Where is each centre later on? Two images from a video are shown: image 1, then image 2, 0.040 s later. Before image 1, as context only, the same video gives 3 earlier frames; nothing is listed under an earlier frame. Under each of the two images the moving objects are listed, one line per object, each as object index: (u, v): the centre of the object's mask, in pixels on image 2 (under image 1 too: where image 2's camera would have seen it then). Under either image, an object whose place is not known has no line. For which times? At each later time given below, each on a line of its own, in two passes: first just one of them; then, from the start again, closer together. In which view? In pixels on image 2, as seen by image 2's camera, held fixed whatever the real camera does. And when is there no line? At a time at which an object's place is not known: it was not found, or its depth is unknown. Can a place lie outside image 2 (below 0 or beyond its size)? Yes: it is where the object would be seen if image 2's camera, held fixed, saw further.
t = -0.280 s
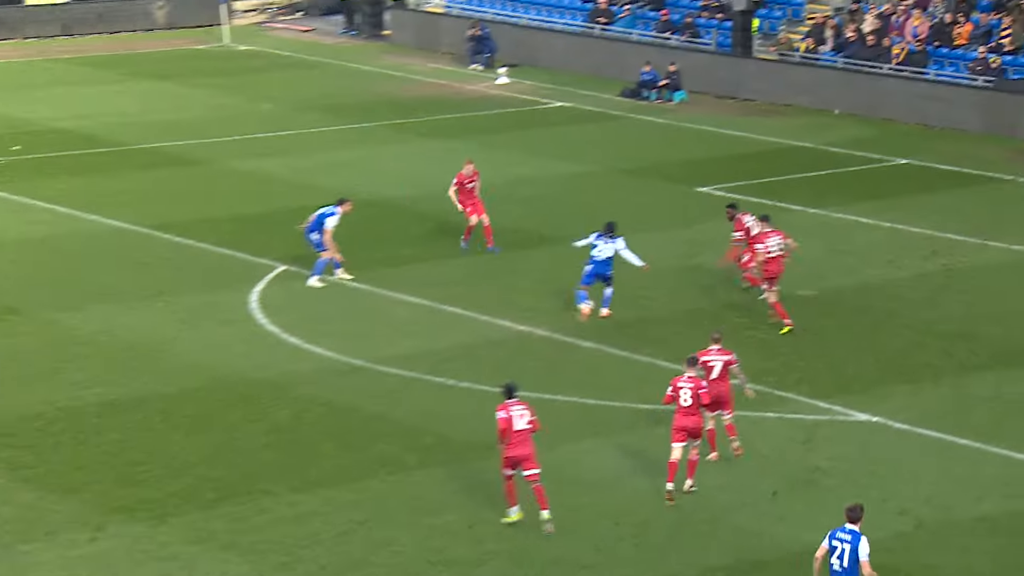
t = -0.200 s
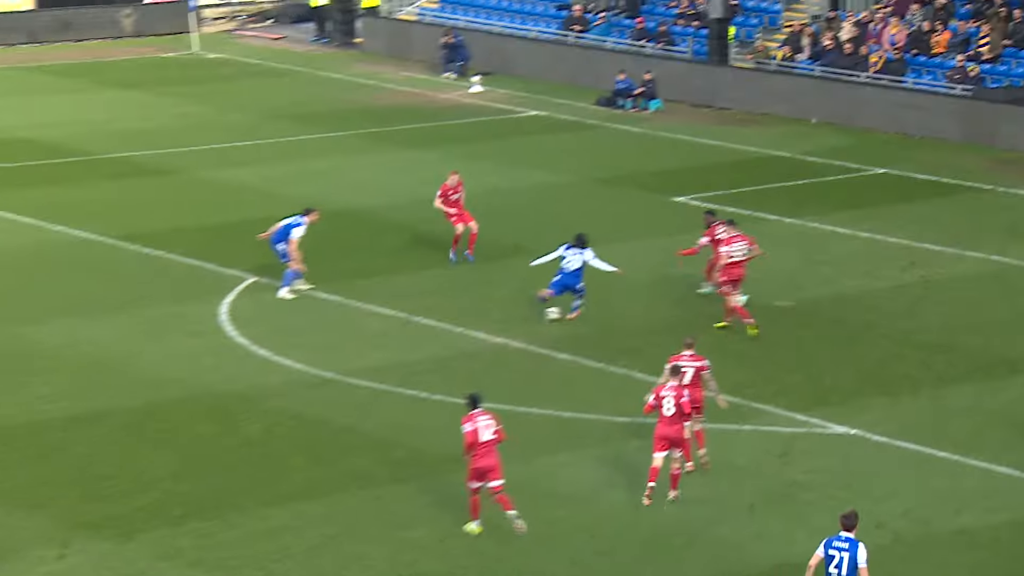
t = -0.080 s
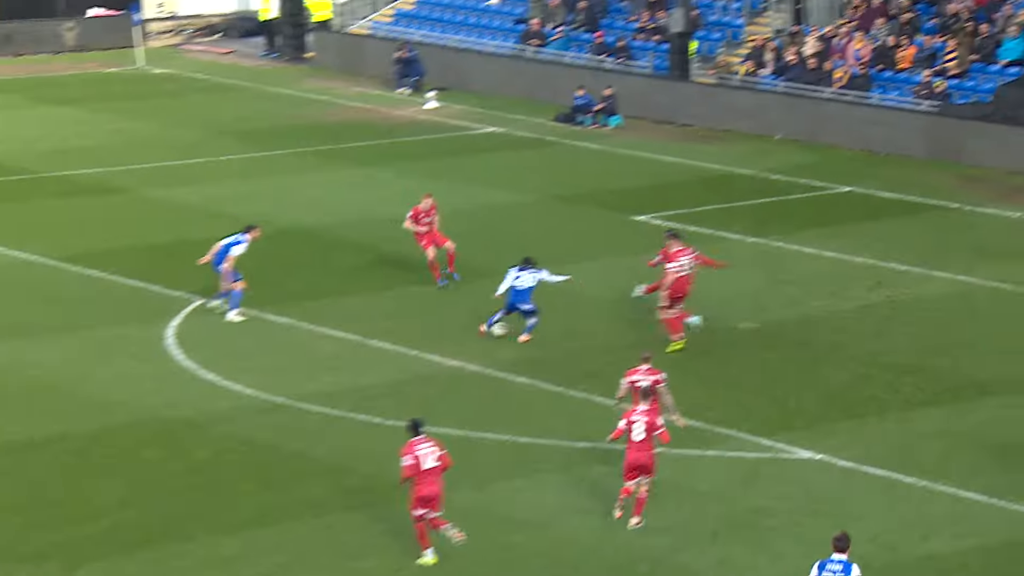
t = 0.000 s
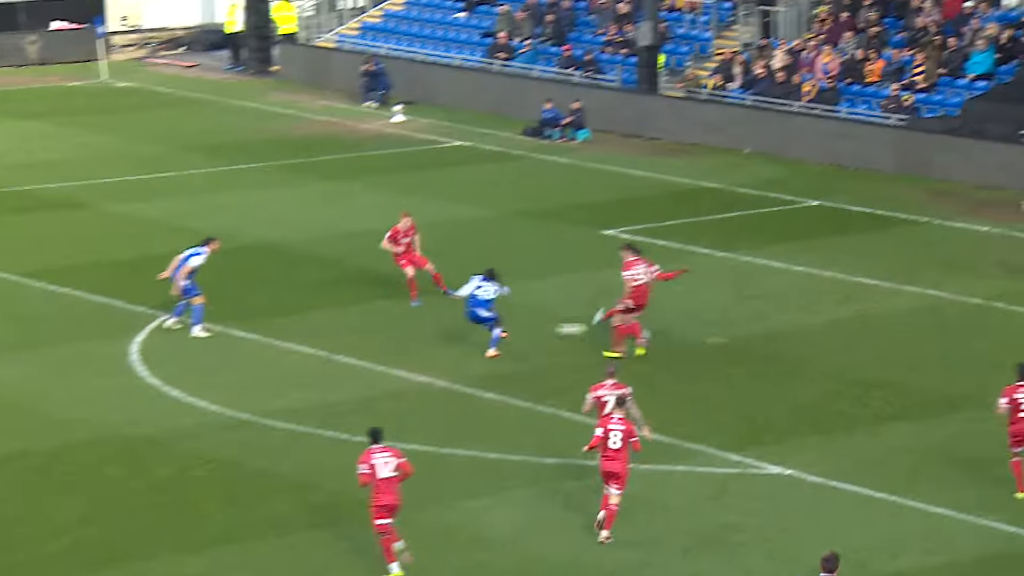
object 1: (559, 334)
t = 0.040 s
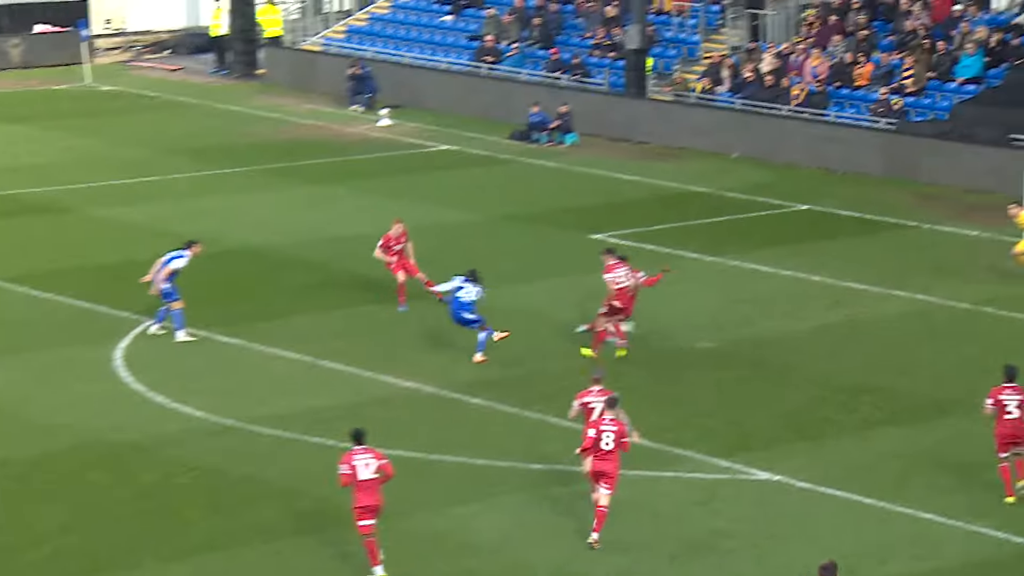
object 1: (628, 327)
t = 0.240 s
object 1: (900, 310)
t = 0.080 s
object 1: (678, 321)
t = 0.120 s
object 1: (734, 316)
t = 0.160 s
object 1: (790, 312)
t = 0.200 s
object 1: (846, 311)
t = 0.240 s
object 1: (900, 310)
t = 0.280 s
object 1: (954, 312)
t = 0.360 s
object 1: (1058, 307)
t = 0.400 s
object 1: (1108, 301)
